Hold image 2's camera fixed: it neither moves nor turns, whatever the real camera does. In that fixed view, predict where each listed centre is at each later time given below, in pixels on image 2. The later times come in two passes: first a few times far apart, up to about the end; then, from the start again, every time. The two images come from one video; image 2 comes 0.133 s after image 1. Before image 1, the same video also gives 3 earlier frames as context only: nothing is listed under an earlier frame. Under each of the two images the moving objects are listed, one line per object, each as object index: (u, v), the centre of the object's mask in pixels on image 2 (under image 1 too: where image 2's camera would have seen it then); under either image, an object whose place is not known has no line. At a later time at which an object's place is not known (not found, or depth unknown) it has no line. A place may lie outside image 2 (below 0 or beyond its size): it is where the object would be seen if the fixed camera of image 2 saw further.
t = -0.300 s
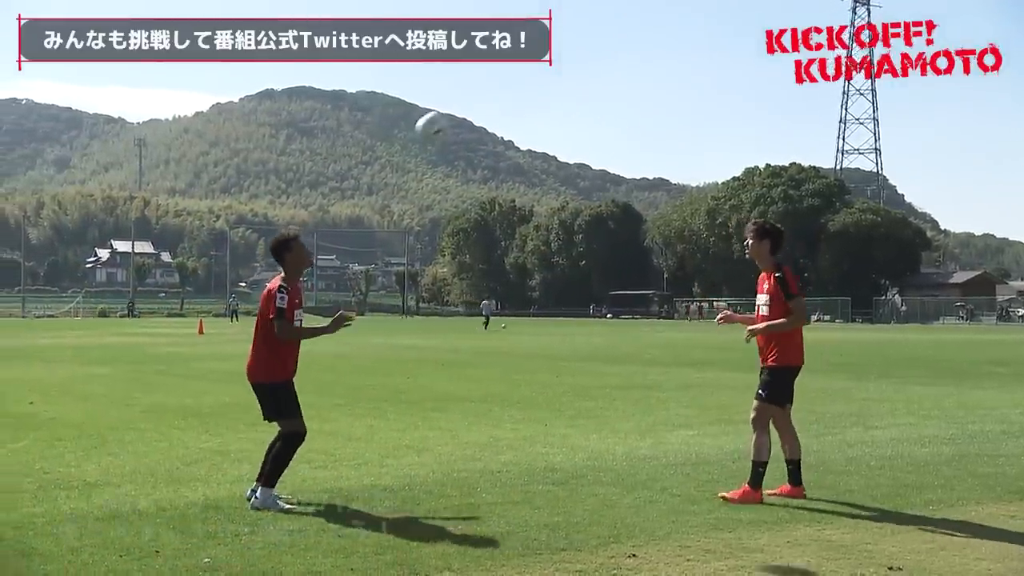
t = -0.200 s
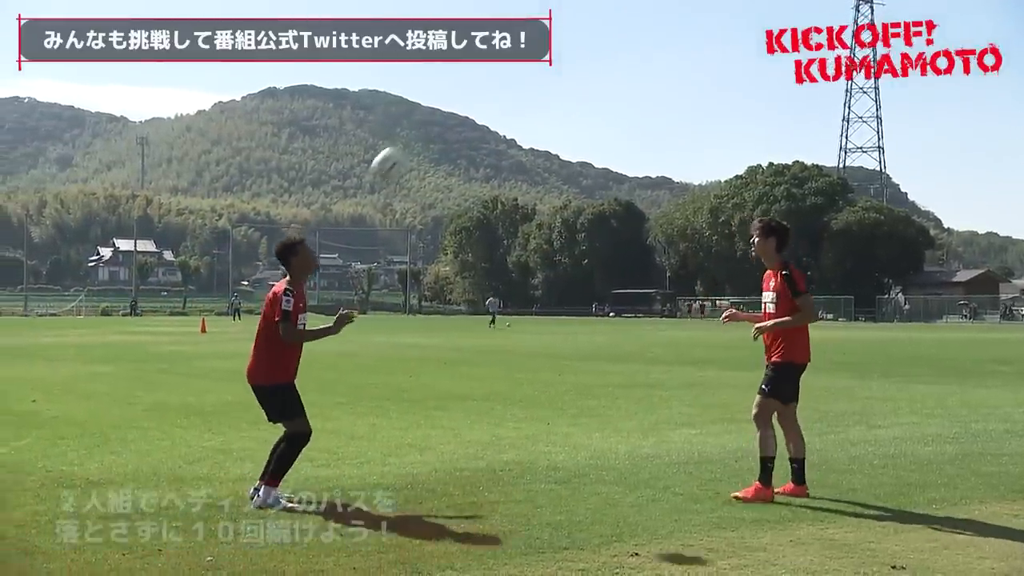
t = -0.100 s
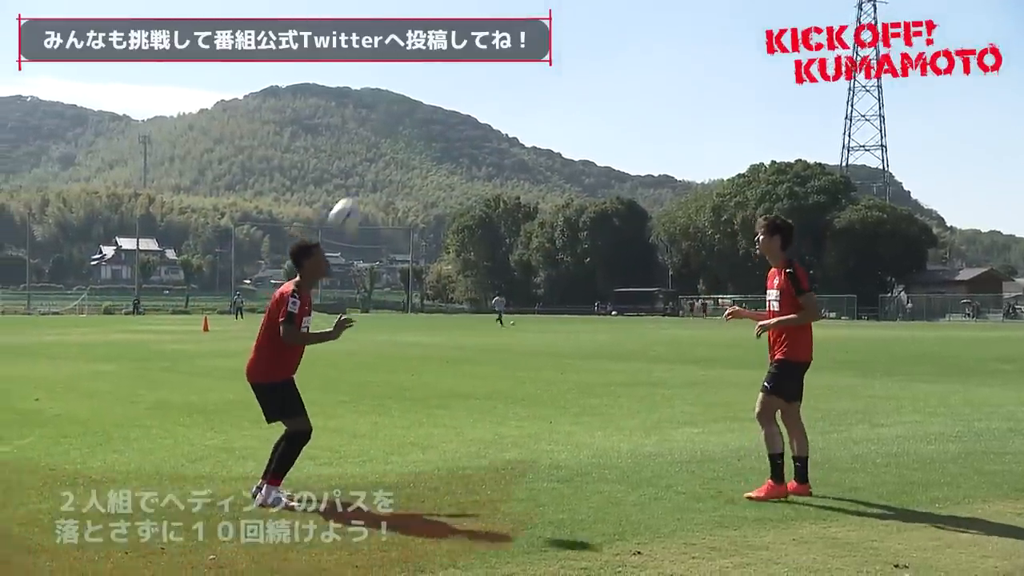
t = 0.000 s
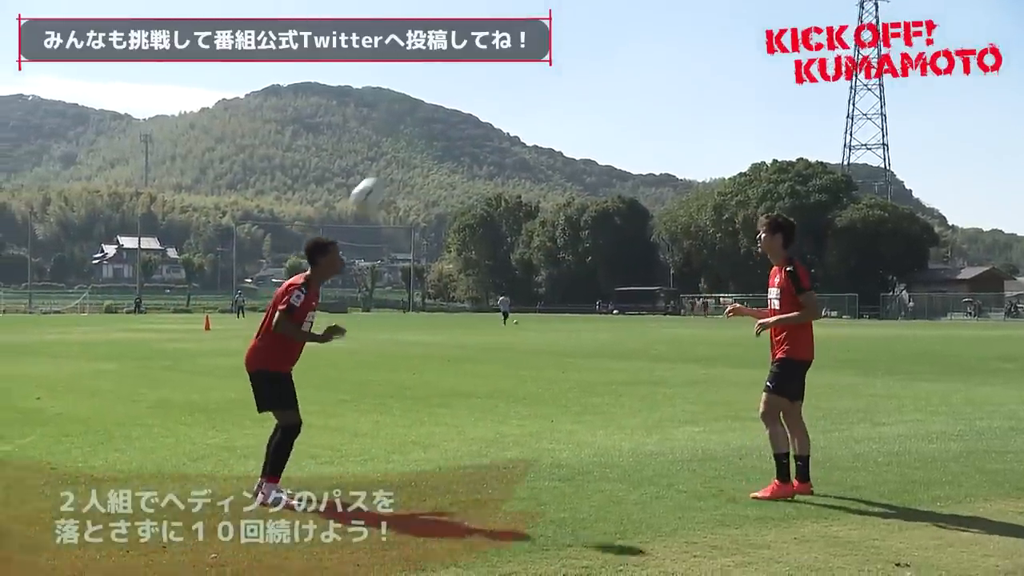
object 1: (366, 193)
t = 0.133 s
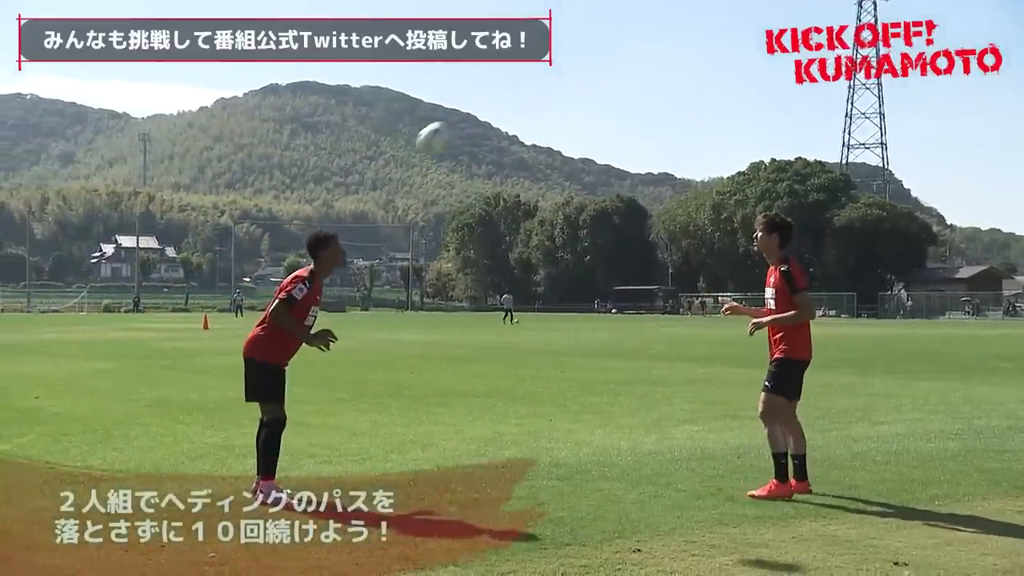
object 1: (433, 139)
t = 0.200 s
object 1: (468, 121)
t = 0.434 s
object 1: (587, 113)
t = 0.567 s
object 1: (654, 144)
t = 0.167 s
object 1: (450, 128)
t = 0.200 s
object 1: (468, 121)
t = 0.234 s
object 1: (486, 117)
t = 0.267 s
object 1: (504, 112)
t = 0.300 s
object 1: (521, 108)
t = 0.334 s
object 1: (538, 107)
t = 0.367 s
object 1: (554, 107)
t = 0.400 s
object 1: (571, 109)
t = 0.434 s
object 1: (587, 113)
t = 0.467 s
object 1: (604, 118)
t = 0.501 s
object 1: (621, 125)
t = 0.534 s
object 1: (638, 134)
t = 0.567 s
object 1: (654, 144)
